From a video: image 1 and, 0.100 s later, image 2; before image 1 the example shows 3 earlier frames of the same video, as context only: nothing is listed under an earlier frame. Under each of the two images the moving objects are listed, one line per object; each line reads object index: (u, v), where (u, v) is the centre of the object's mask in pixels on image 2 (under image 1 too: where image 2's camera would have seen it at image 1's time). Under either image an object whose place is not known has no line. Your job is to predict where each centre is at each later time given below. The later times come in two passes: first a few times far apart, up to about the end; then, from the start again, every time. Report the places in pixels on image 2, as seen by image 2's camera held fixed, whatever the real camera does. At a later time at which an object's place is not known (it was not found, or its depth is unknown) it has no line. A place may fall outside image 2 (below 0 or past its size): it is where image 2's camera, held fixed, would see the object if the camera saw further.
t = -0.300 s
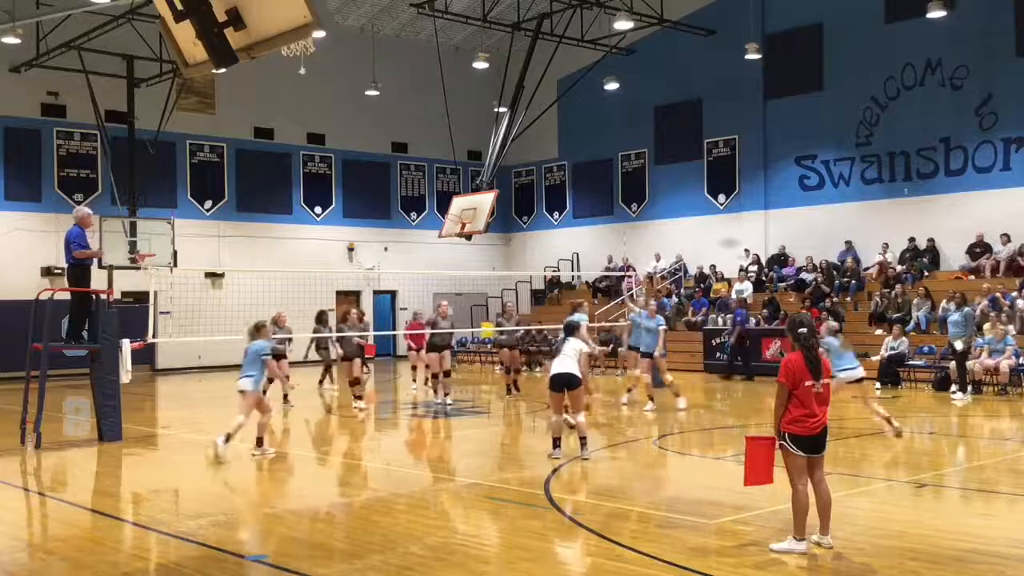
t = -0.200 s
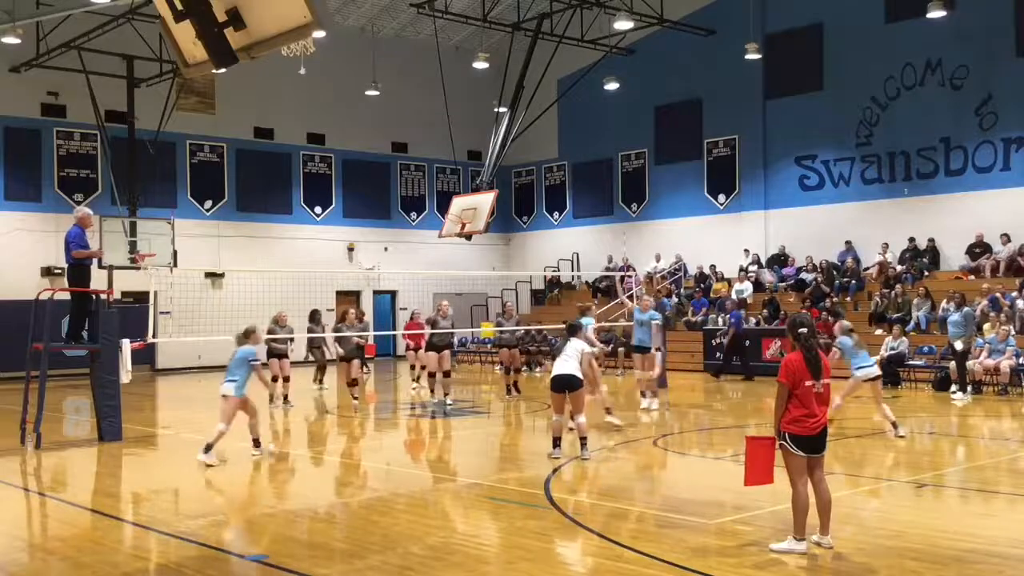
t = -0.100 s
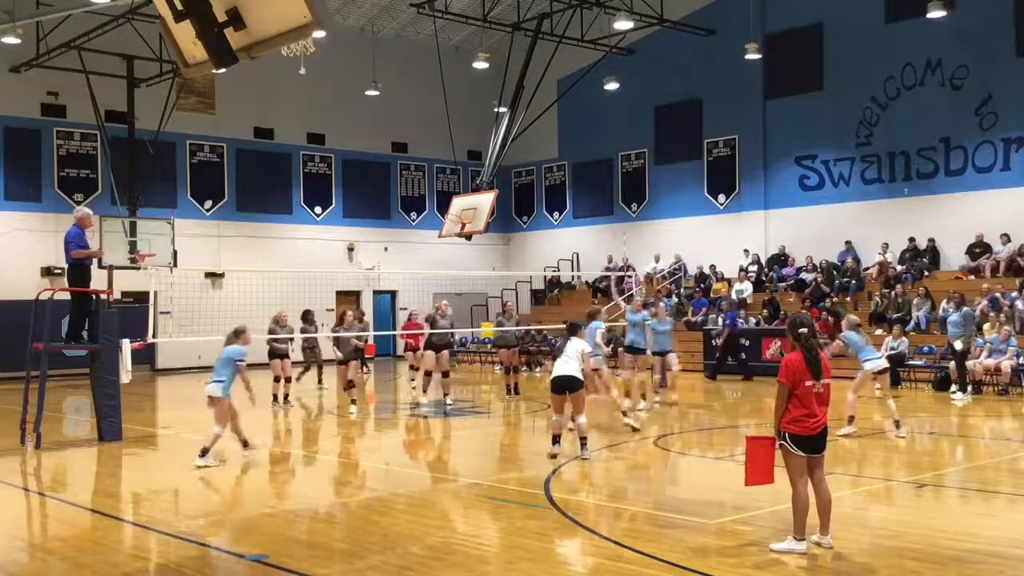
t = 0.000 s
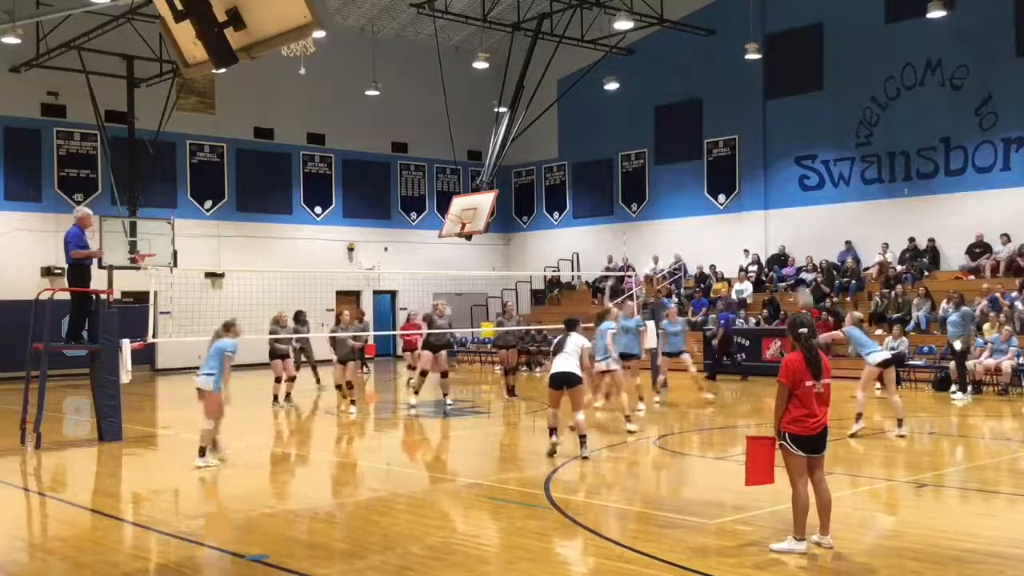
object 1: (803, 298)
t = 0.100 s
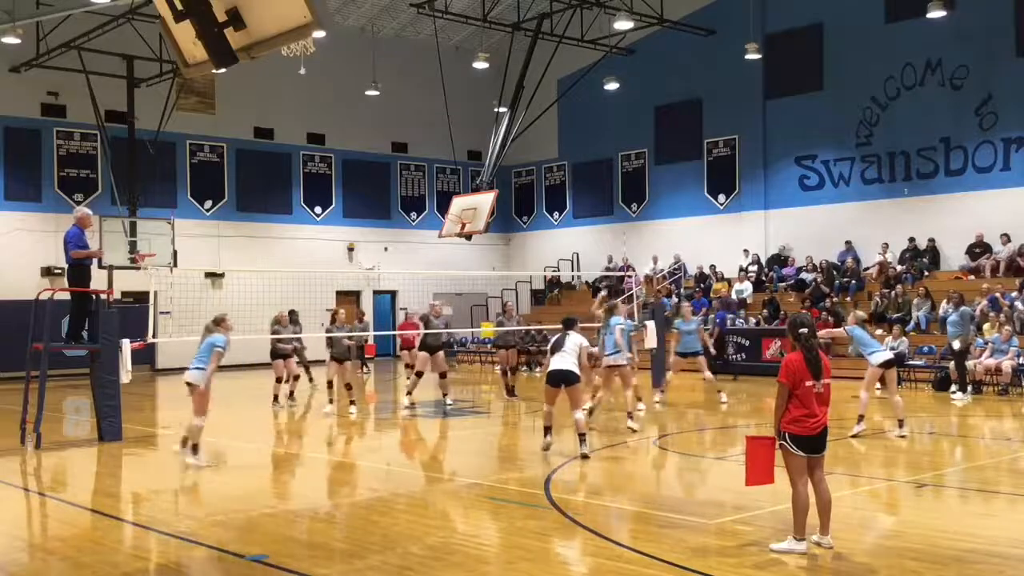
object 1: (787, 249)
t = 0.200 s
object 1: (763, 196)
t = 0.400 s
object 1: (727, 135)
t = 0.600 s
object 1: (694, 101)
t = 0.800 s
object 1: (663, 96)
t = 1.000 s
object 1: (635, 118)
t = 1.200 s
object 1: (609, 164)
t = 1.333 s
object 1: (593, 207)
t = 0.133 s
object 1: (776, 231)
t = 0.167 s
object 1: (768, 212)
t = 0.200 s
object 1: (763, 196)
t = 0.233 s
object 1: (757, 185)
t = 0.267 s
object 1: (750, 175)
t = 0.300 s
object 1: (745, 164)
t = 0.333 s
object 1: (737, 153)
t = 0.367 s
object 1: (734, 143)
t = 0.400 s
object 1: (727, 135)
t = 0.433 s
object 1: (721, 127)
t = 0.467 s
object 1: (715, 120)
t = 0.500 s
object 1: (709, 114)
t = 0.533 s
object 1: (704, 109)
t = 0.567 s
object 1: (699, 105)
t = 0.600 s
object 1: (694, 101)
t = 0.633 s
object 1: (688, 99)
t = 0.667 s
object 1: (683, 97)
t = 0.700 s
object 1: (678, 96)
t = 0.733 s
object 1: (673, 95)
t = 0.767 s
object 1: (667, 95)
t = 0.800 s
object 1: (663, 96)
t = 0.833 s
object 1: (658, 98)
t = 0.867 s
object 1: (653, 101)
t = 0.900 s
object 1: (649, 104)
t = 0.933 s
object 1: (644, 108)
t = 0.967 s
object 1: (640, 113)
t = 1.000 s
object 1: (635, 118)
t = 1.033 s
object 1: (631, 124)
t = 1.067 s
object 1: (626, 130)
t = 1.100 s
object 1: (622, 138)
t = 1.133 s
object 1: (617, 145)
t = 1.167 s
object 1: (613, 155)
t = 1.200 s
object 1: (609, 164)
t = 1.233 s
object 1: (605, 174)
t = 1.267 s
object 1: (601, 185)
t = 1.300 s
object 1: (597, 195)
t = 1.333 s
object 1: (593, 207)
